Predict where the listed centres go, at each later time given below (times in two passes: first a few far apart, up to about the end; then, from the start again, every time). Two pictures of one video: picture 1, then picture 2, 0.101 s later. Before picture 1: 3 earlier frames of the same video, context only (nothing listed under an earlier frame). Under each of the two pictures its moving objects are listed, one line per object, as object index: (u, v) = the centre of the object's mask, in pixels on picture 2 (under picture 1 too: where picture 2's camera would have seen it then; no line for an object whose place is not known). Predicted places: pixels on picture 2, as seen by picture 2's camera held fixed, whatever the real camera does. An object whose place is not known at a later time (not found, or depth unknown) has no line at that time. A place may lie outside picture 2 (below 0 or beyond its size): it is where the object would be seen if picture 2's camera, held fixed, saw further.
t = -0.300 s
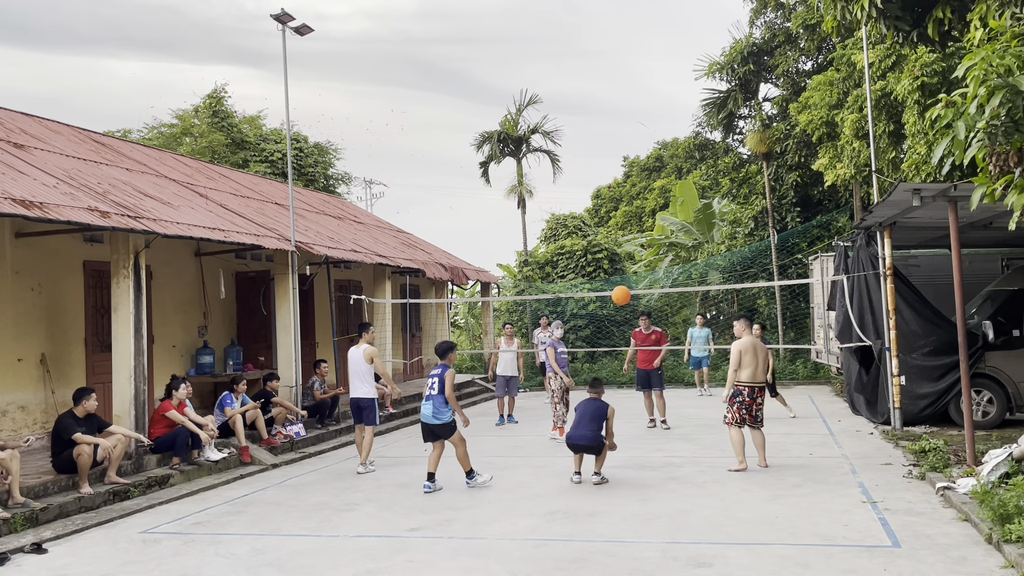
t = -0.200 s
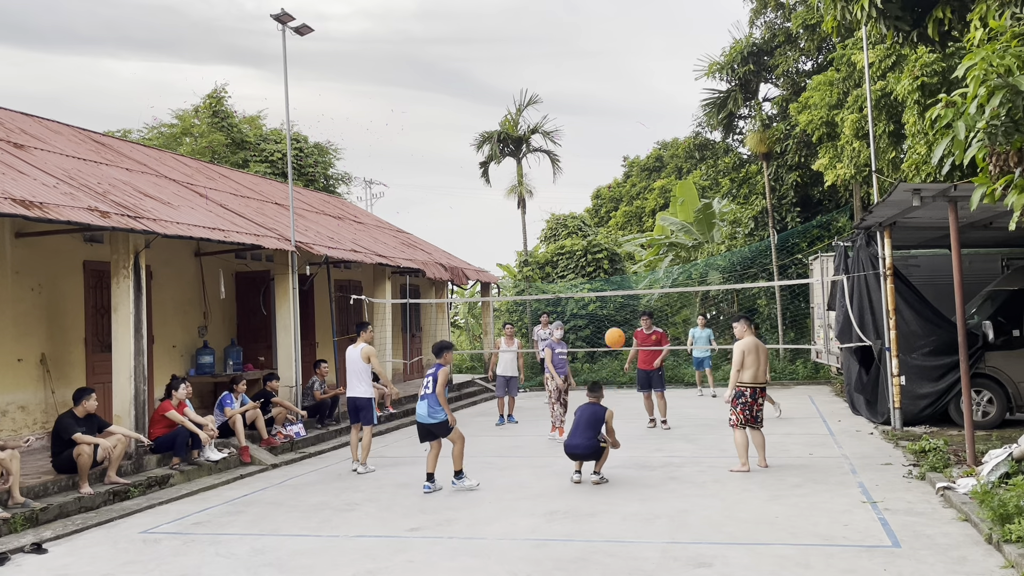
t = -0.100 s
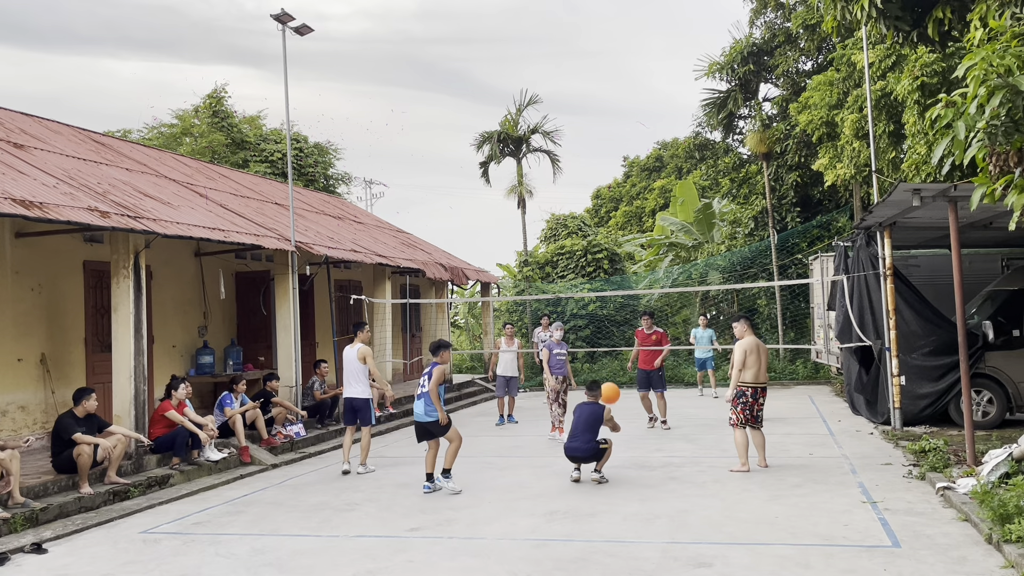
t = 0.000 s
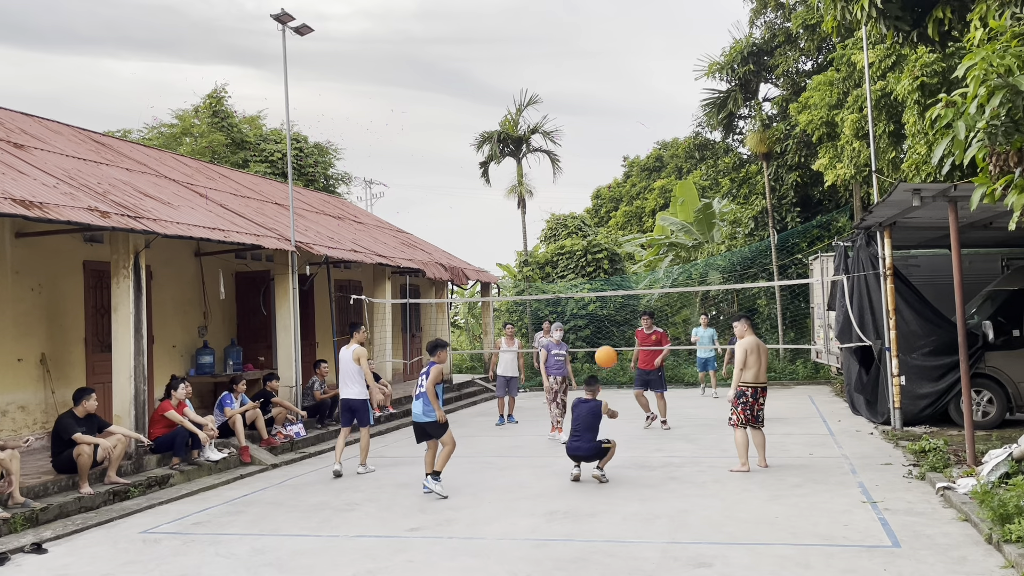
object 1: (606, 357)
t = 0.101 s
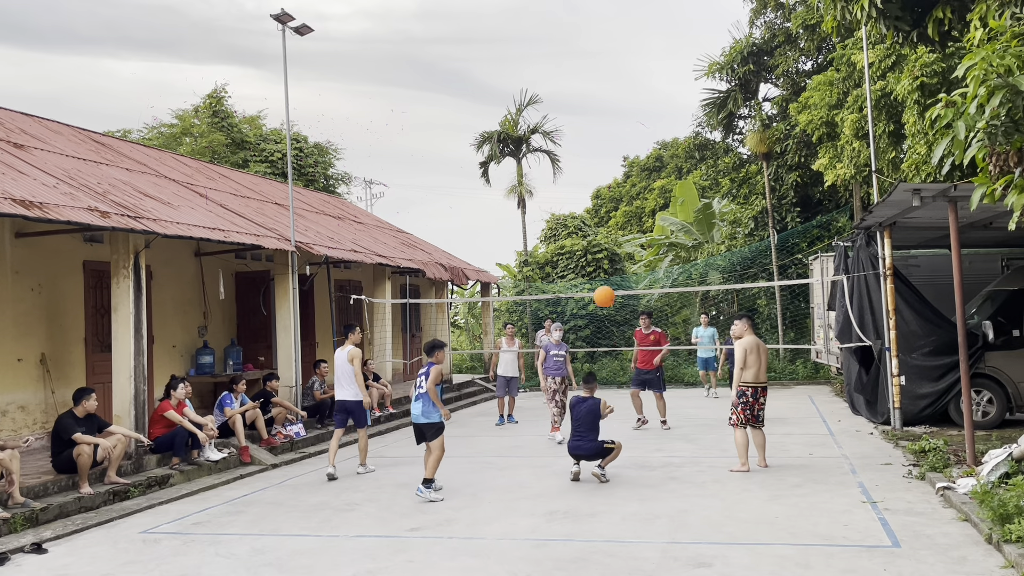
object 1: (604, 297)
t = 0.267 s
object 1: (603, 222)
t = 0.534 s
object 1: (605, 160)
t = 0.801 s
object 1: (610, 159)
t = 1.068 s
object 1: (617, 208)
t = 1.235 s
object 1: (622, 263)
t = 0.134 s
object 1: (604, 279)
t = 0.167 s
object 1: (604, 263)
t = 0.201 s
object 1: (603, 248)
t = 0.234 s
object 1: (603, 234)
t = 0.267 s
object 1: (603, 222)
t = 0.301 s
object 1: (603, 211)
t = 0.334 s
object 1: (604, 200)
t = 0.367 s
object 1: (604, 192)
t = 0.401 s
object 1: (604, 183)
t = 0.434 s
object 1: (604, 176)
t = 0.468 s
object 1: (604, 170)
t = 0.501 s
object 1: (605, 165)
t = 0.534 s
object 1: (605, 160)
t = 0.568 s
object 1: (606, 157)
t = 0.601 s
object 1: (606, 154)
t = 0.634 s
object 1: (607, 153)
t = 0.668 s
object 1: (607, 152)
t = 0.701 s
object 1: (608, 153)
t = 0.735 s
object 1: (609, 154)
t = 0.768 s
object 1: (609, 156)
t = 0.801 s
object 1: (610, 159)
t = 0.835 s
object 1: (611, 162)
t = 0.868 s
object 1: (612, 167)
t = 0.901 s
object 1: (613, 172)
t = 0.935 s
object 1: (614, 178)
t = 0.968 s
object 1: (615, 185)
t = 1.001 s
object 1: (615, 192)
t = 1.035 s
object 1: (616, 200)
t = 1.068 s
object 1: (617, 208)
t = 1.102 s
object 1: (618, 218)
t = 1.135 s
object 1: (619, 228)
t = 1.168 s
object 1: (619, 239)
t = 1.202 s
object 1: (621, 251)
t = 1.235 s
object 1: (622, 263)
